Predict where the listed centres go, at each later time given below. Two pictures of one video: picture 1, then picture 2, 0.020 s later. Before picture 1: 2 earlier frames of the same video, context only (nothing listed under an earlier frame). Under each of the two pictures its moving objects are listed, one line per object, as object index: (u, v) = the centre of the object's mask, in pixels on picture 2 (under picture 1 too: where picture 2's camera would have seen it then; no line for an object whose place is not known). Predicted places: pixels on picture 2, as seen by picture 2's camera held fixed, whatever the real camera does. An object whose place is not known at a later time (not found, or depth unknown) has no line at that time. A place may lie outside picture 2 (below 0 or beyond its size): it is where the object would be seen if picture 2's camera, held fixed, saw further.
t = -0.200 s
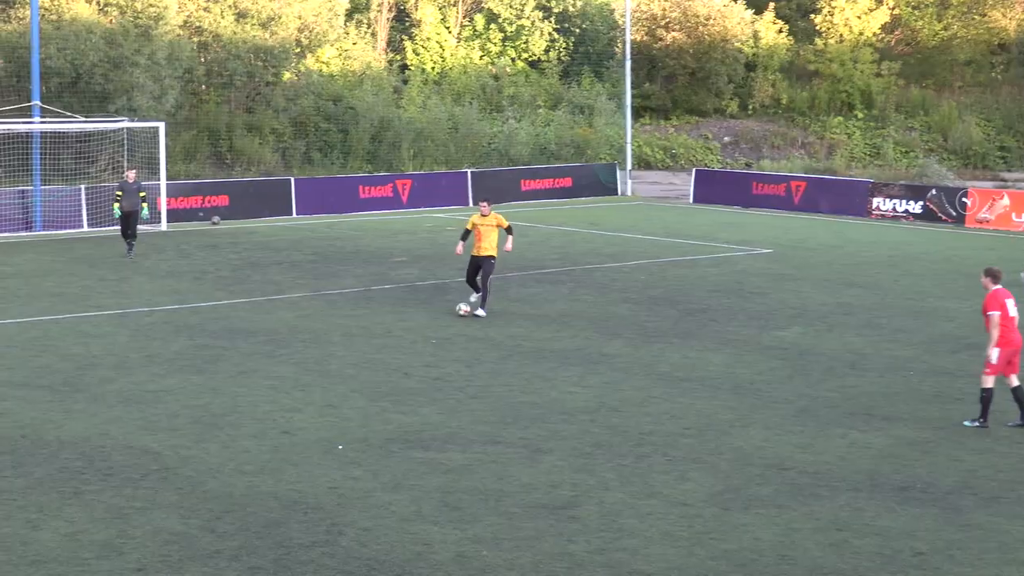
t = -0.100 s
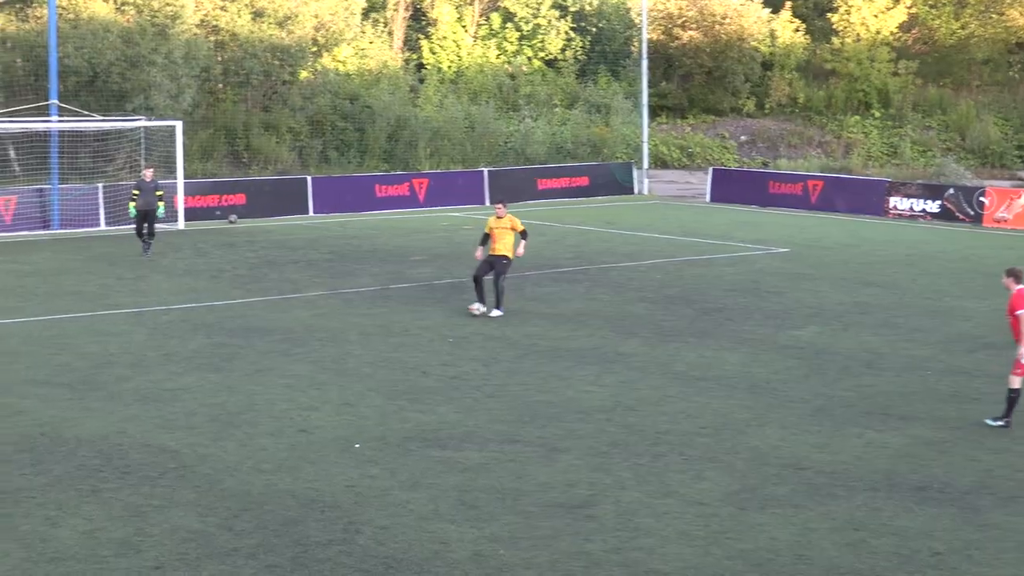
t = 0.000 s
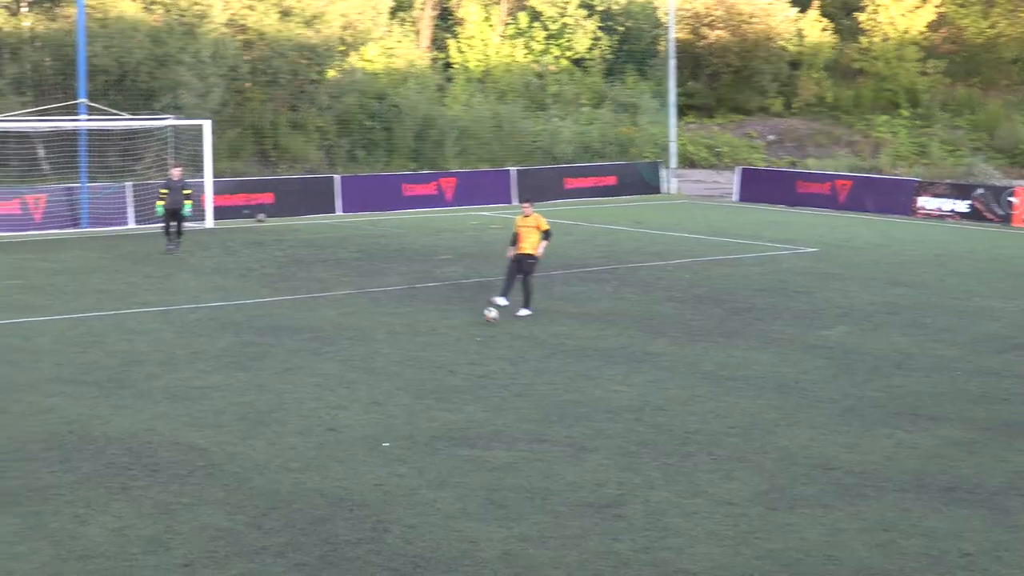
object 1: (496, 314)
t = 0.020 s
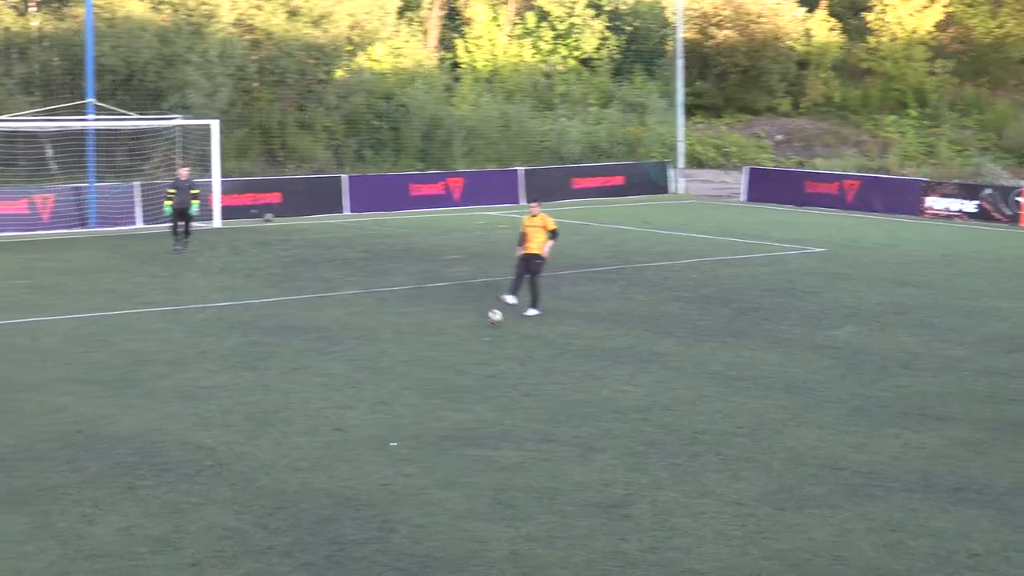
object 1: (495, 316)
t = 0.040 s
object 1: (494, 318)
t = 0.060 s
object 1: (492, 321)
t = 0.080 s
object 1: (490, 324)
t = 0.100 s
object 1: (488, 328)
